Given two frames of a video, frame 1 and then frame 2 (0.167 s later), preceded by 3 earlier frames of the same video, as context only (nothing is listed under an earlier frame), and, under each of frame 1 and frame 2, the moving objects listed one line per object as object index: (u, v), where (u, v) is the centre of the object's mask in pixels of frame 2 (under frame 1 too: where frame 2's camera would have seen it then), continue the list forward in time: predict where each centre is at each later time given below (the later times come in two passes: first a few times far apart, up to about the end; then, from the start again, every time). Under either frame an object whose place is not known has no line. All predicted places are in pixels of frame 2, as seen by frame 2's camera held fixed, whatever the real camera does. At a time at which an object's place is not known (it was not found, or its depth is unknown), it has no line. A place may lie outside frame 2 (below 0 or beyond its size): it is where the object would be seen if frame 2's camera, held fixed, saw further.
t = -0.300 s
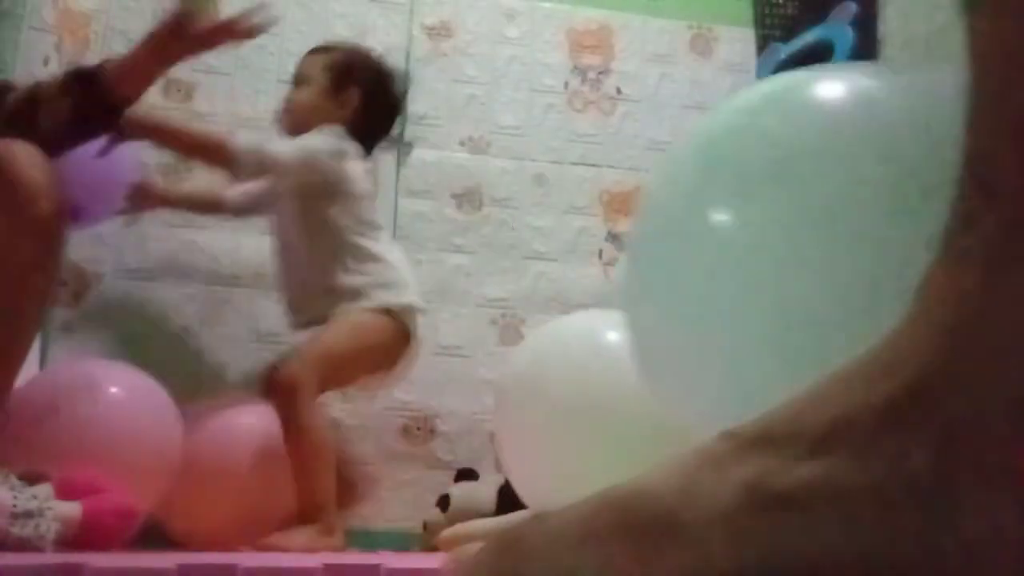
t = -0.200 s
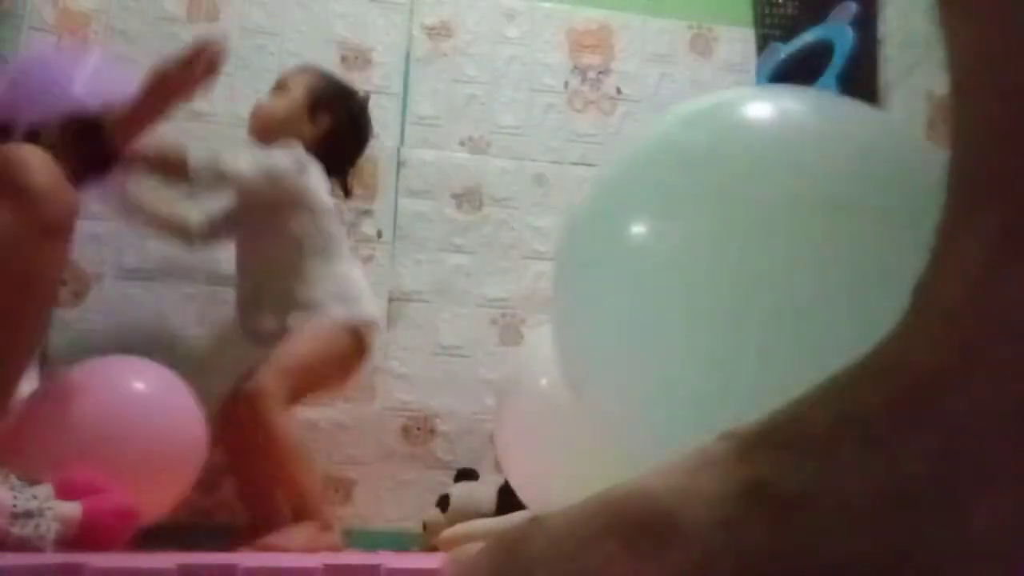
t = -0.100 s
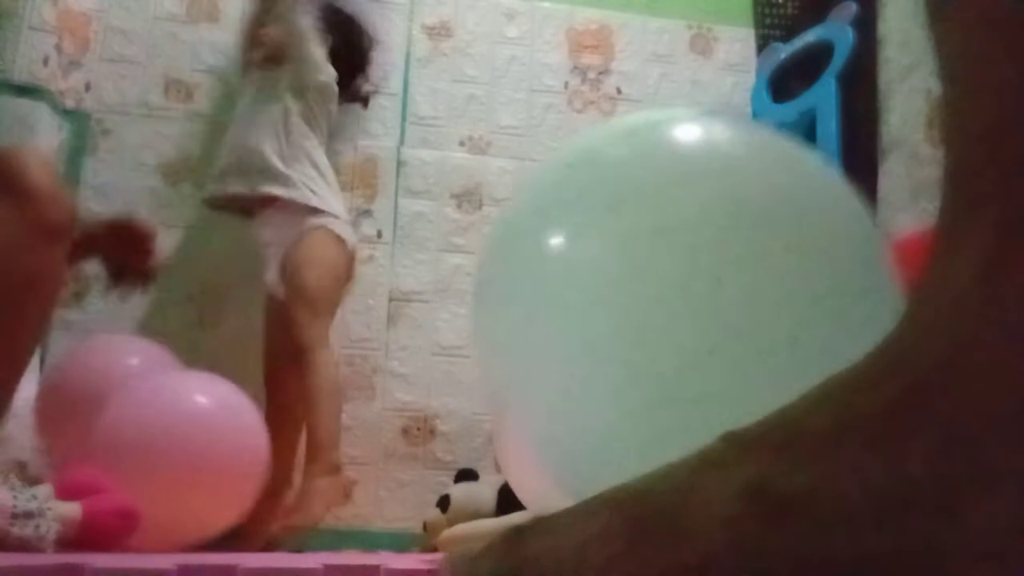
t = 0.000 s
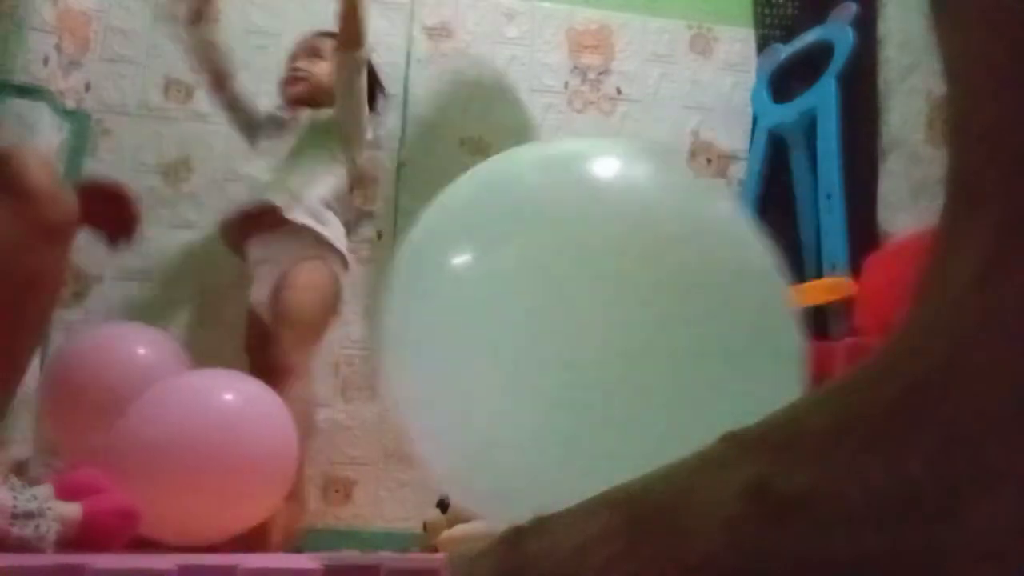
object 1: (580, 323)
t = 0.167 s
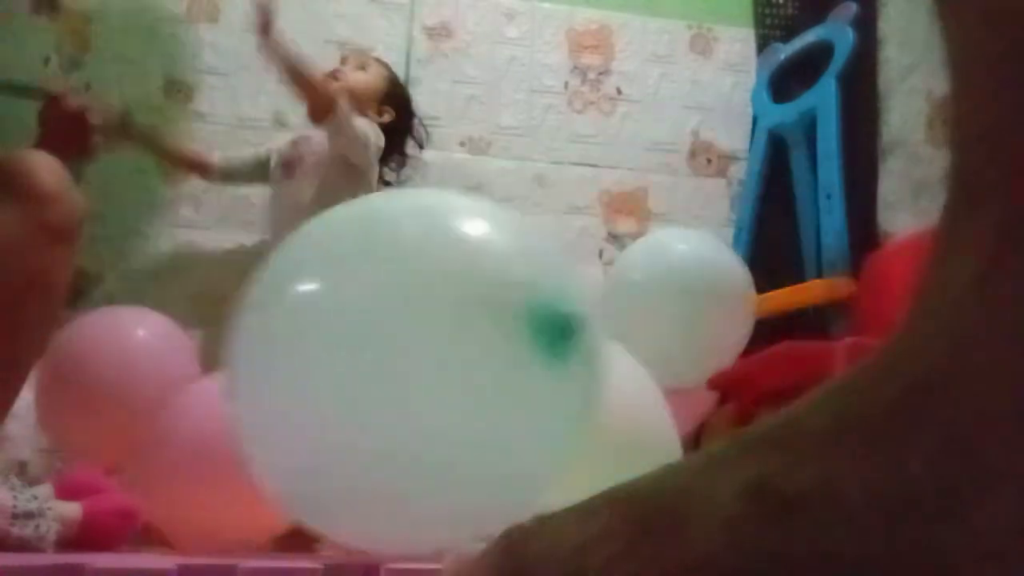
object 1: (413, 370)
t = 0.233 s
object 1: (327, 383)
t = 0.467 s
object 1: (301, 400)
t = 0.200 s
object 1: (371, 375)
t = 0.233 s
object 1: (327, 383)
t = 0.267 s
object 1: (292, 391)
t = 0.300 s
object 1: (270, 397)
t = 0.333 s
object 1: (260, 401)
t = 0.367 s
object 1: (265, 407)
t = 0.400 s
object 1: (275, 407)
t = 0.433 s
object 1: (286, 403)
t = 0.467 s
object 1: (301, 400)
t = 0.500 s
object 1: (318, 403)
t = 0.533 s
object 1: (335, 408)
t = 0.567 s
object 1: (346, 417)
